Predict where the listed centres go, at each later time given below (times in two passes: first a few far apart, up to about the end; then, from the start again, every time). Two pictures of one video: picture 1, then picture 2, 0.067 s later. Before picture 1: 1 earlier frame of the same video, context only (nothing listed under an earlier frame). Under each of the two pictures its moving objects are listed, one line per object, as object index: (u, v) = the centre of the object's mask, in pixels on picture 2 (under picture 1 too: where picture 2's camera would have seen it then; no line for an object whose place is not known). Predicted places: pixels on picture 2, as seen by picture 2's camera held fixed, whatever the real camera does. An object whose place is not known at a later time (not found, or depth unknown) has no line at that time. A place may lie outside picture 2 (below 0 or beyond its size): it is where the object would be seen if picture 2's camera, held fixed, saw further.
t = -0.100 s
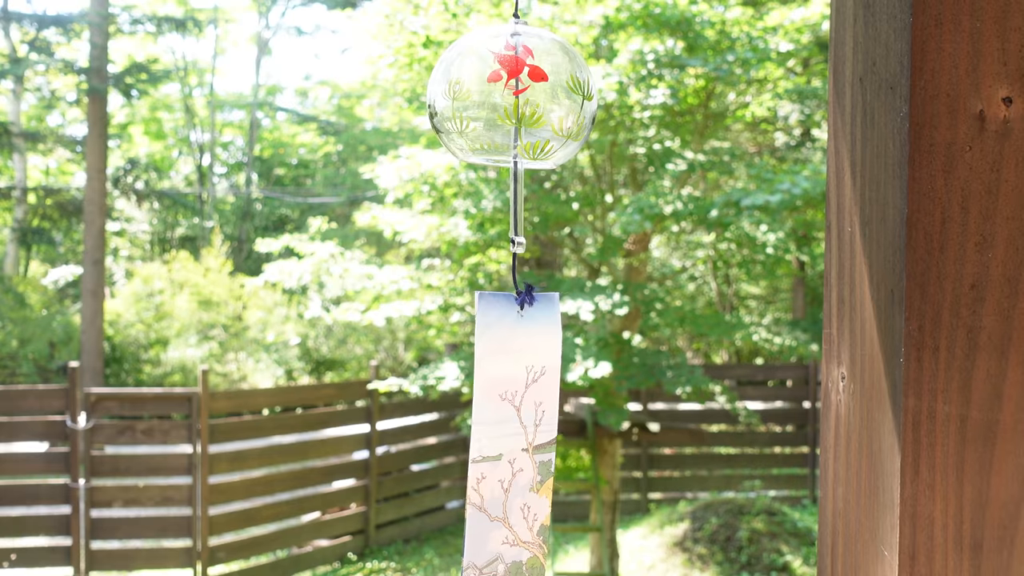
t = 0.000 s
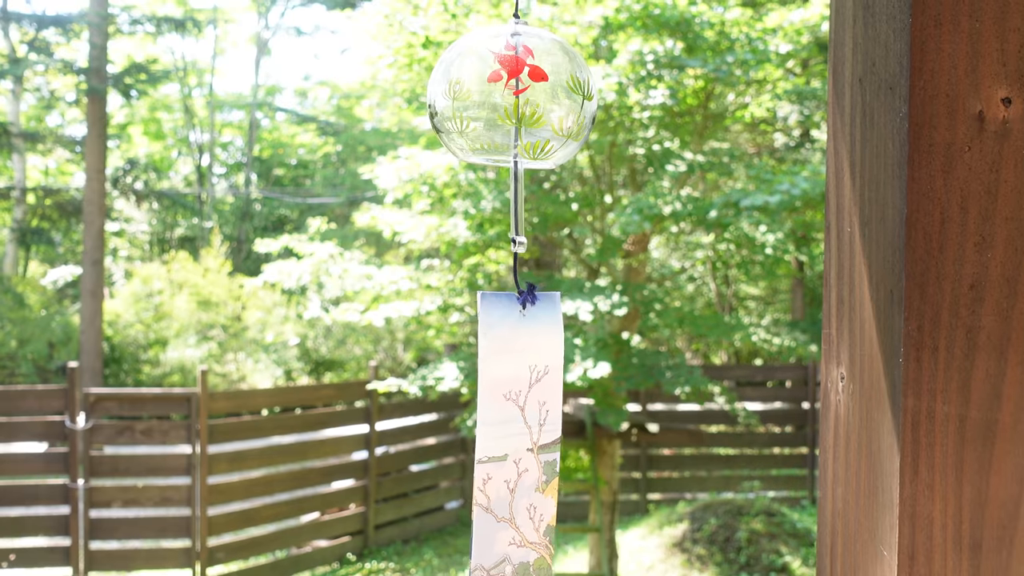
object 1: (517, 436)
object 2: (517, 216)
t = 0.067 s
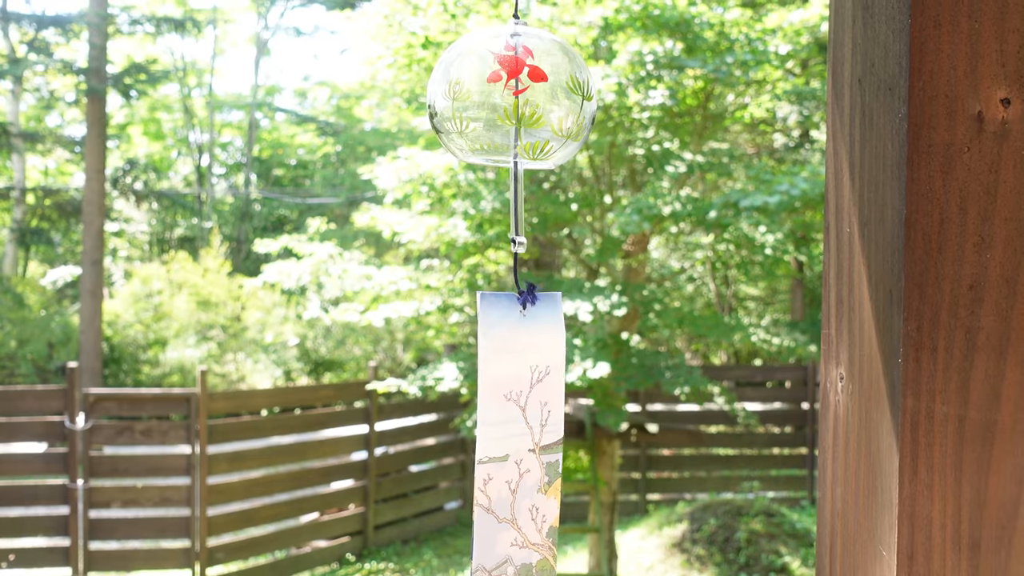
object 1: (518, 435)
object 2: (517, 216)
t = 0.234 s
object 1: (521, 436)
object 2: (518, 215)
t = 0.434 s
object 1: (515, 437)
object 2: (515, 215)
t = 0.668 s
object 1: (498, 437)
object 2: (509, 214)
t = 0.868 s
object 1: (488, 437)
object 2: (507, 214)
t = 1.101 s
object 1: (486, 438)
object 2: (507, 214)
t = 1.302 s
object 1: (493, 439)
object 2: (508, 214)
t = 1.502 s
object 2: (509, 214)
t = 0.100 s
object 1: (519, 436)
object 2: (517, 215)
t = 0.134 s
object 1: (520, 436)
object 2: (517, 215)
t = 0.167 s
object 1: (520, 436)
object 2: (518, 215)
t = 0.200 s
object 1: (521, 436)
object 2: (518, 215)
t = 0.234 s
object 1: (521, 436)
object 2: (518, 215)
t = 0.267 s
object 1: (521, 436)
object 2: (517, 215)
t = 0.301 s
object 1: (521, 436)
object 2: (517, 215)
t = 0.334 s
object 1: (520, 436)
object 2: (517, 215)
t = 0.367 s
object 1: (519, 436)
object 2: (516, 215)
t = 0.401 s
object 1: (517, 436)
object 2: (516, 215)
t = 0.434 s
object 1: (515, 437)
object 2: (515, 215)
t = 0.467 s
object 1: (513, 437)
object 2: (514, 215)
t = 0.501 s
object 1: (511, 437)
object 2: (513, 215)
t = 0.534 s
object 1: (508, 437)
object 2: (513, 214)
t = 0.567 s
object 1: (506, 437)
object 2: (512, 215)
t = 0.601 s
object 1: (503, 437)
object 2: (511, 215)
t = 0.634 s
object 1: (500, 437)
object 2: (510, 213)
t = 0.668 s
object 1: (498, 437)
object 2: (509, 214)
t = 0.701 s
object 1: (495, 437)
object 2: (509, 214)
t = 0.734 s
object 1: (493, 437)
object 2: (508, 214)
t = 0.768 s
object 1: (492, 437)
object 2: (508, 214)
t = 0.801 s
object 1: (490, 437)
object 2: (507, 214)
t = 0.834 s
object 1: (489, 437)
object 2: (507, 214)
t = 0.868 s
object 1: (488, 437)
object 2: (507, 214)
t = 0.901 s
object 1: (488, 437)
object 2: (507, 215)
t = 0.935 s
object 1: (487, 437)
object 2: (507, 215)
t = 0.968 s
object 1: (487, 437)
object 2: (507, 215)
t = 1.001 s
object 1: (486, 438)
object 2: (507, 215)
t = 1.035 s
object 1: (486, 438)
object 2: (507, 215)
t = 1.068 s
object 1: (486, 438)
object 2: (507, 214)
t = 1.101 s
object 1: (486, 438)
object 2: (507, 214)
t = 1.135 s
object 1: (486, 439)
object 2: (507, 214)
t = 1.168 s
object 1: (487, 439)
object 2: (506, 214)
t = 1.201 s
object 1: (488, 439)
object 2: (506, 214)
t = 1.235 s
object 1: (489, 439)
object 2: (507, 215)
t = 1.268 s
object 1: (491, 439)
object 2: (507, 214)
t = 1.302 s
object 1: (493, 439)
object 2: (508, 214)
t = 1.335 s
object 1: (495, 439)
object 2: (508, 214)
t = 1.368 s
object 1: (496, 440)
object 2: (508, 214)
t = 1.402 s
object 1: (498, 440)
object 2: (509, 214)
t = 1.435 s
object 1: (500, 440)
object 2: (509, 215)
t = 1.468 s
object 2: (509, 214)
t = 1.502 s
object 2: (509, 214)
